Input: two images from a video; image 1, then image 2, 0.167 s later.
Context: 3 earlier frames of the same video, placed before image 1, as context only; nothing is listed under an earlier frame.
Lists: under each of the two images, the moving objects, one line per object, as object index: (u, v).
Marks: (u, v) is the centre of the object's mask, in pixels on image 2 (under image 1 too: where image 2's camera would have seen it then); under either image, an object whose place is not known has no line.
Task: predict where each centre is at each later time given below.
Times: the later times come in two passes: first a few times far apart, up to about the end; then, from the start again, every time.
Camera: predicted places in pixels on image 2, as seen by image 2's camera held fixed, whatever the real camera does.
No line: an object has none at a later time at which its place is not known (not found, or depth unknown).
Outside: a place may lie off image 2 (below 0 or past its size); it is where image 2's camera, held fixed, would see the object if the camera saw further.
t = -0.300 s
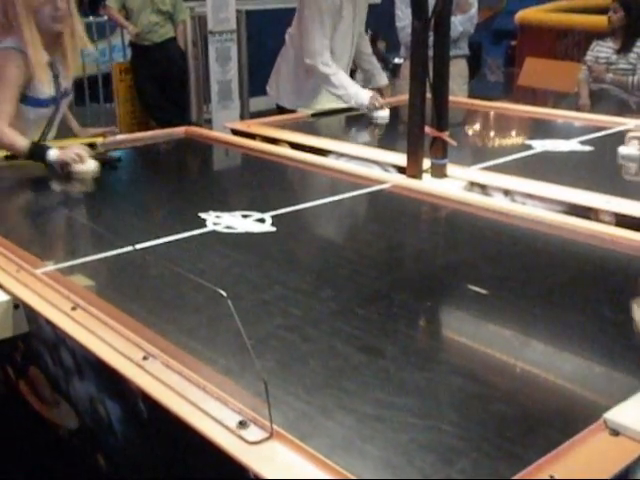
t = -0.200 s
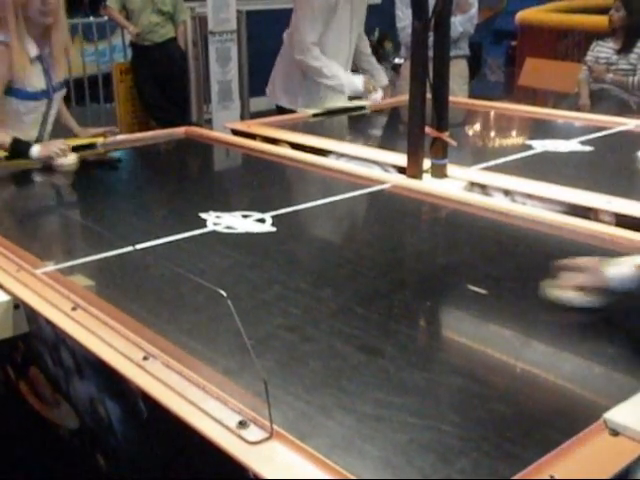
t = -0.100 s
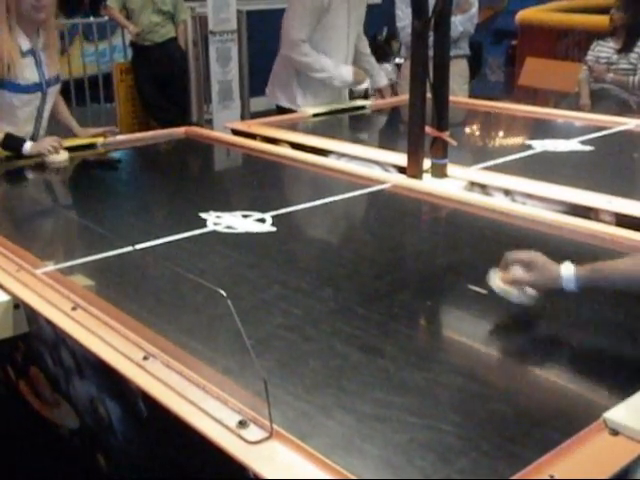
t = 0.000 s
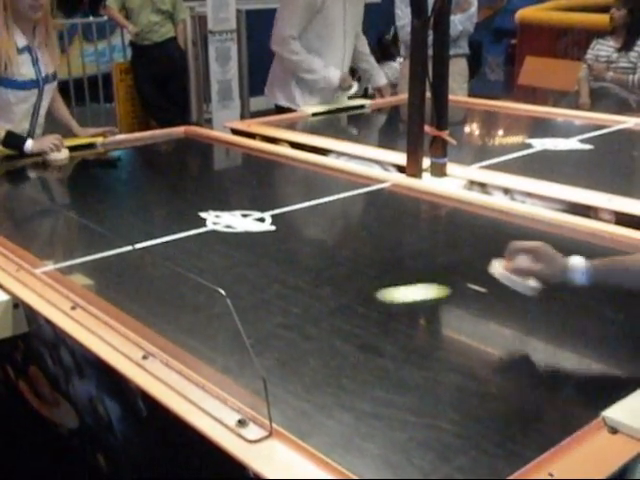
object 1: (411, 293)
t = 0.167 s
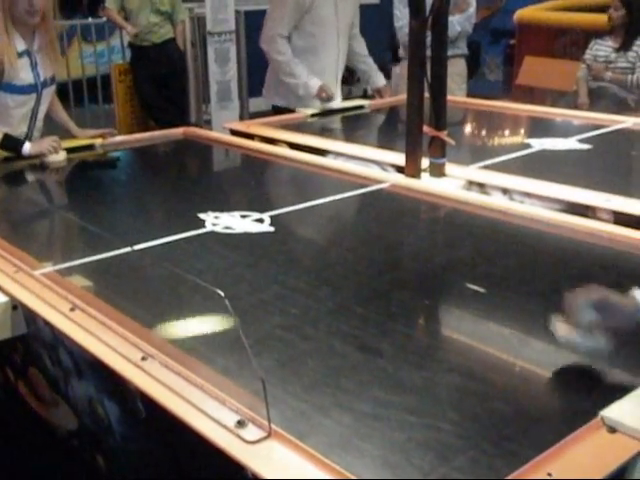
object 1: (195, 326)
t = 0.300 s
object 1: (237, 301)
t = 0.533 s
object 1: (388, 246)
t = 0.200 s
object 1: (161, 330)
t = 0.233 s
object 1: (182, 321)
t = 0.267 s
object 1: (210, 311)
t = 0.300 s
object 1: (237, 301)
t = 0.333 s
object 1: (262, 292)
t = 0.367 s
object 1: (286, 283)
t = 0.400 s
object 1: (308, 275)
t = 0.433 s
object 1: (329, 267)
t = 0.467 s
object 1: (350, 260)
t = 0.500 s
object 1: (369, 253)
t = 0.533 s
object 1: (388, 246)
